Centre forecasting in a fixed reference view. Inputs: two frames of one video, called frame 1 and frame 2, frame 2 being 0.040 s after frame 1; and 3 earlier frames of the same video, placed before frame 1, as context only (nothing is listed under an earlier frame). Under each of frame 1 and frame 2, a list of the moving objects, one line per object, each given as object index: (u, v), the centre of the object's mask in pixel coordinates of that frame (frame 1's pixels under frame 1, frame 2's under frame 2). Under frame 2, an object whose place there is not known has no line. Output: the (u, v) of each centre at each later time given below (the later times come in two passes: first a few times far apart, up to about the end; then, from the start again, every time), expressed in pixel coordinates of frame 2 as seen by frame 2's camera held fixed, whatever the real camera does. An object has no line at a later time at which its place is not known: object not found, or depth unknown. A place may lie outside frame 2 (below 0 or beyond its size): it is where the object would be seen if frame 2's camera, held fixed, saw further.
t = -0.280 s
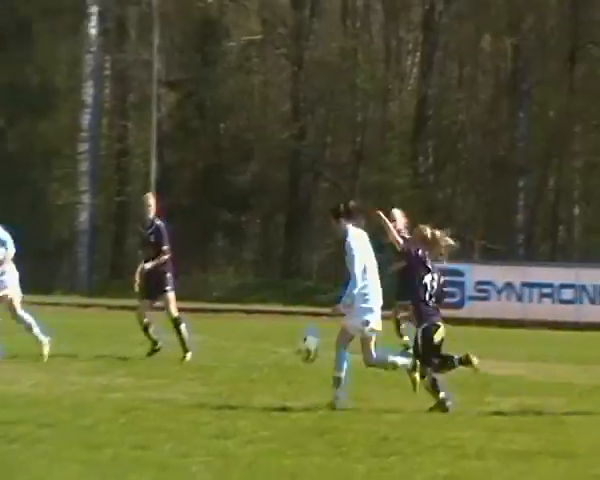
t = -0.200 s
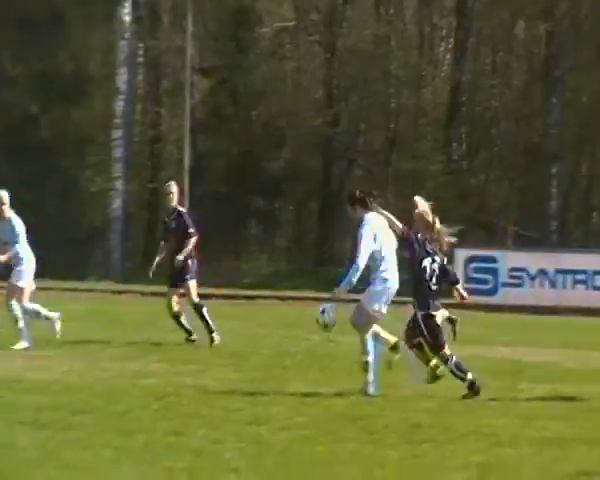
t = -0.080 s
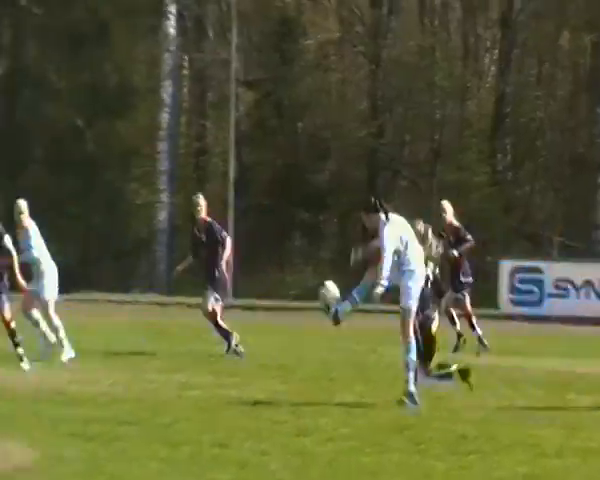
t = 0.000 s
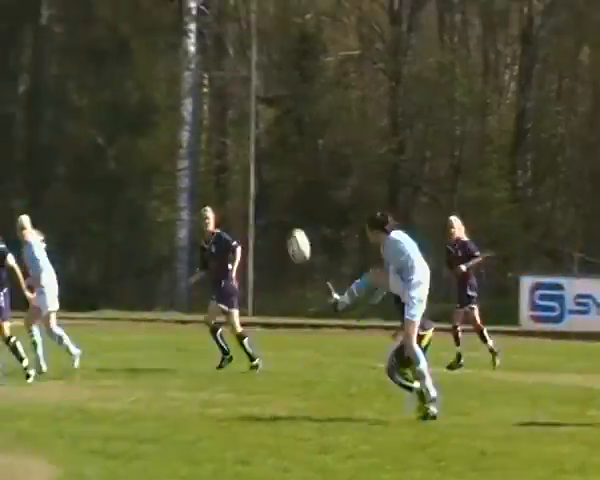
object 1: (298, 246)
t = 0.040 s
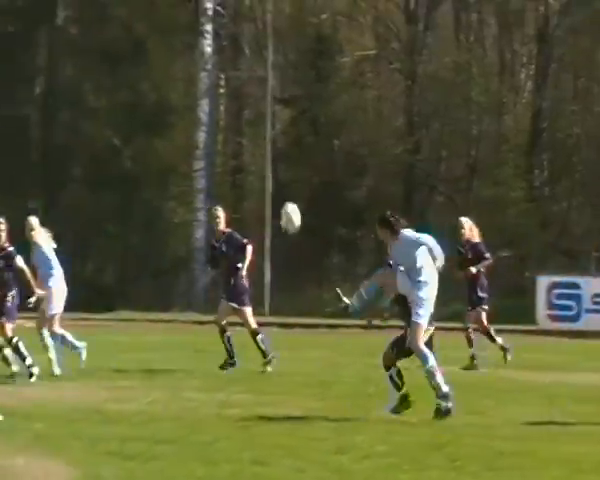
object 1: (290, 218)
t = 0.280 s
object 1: (150, 105)
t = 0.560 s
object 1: (2, 85)
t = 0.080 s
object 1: (266, 193)
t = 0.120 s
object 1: (242, 170)
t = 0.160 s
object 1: (219, 150)
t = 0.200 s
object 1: (196, 132)
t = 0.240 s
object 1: (172, 117)
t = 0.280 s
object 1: (150, 105)
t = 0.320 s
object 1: (128, 95)
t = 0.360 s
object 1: (106, 87)
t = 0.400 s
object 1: (84, 83)
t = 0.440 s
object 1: (63, 80)
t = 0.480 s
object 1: (42, 80)
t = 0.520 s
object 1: (22, 82)
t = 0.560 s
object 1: (2, 85)
